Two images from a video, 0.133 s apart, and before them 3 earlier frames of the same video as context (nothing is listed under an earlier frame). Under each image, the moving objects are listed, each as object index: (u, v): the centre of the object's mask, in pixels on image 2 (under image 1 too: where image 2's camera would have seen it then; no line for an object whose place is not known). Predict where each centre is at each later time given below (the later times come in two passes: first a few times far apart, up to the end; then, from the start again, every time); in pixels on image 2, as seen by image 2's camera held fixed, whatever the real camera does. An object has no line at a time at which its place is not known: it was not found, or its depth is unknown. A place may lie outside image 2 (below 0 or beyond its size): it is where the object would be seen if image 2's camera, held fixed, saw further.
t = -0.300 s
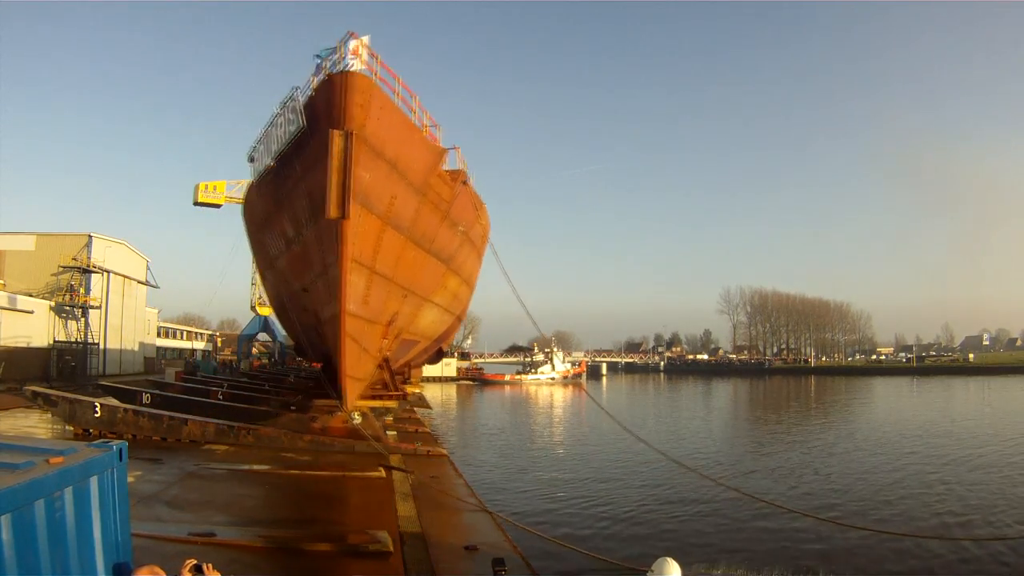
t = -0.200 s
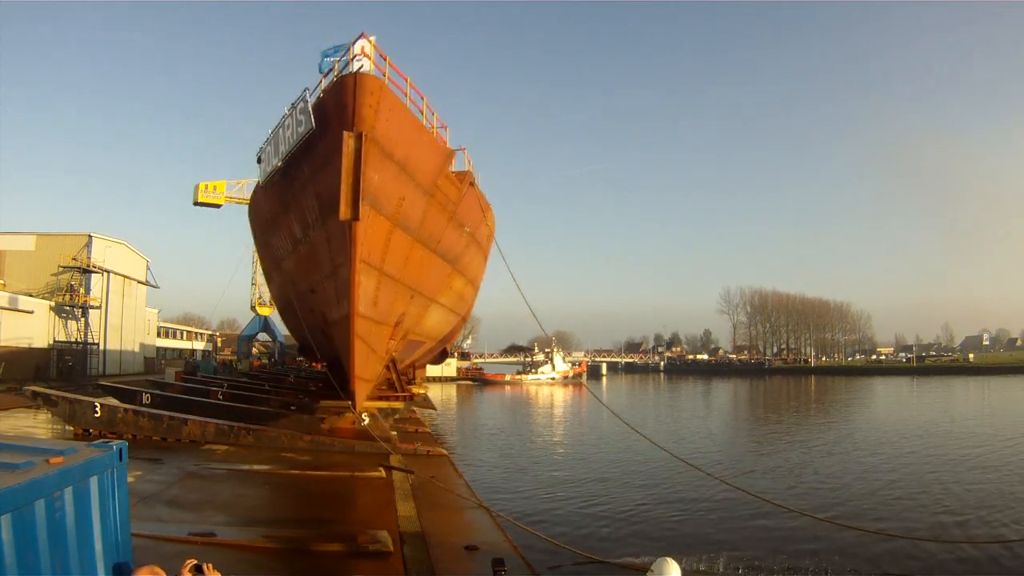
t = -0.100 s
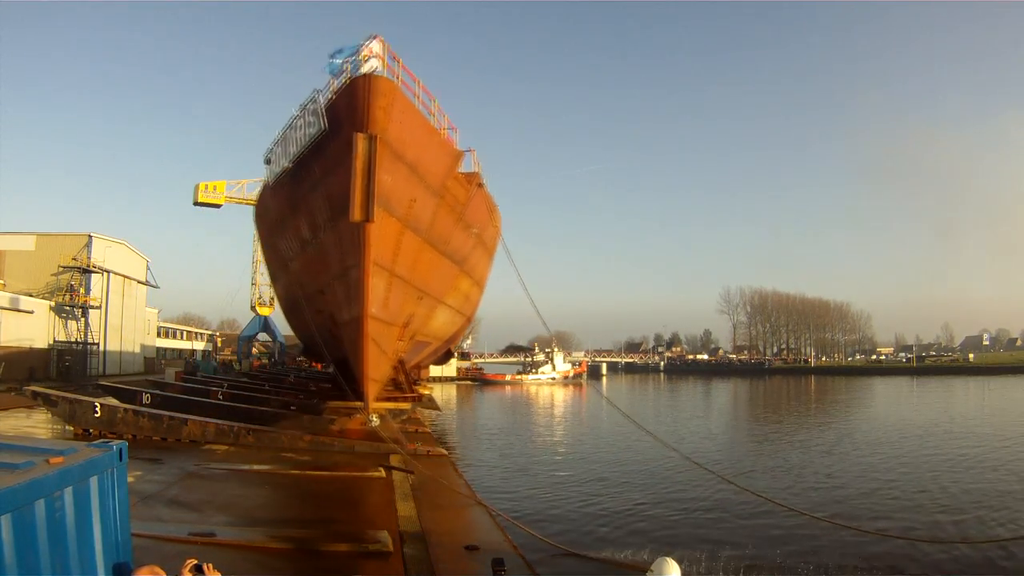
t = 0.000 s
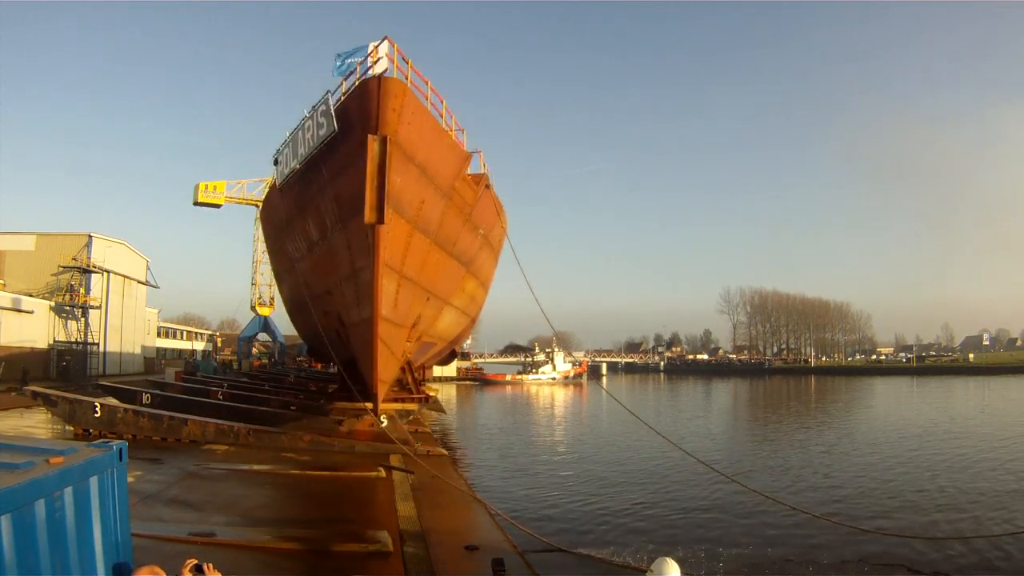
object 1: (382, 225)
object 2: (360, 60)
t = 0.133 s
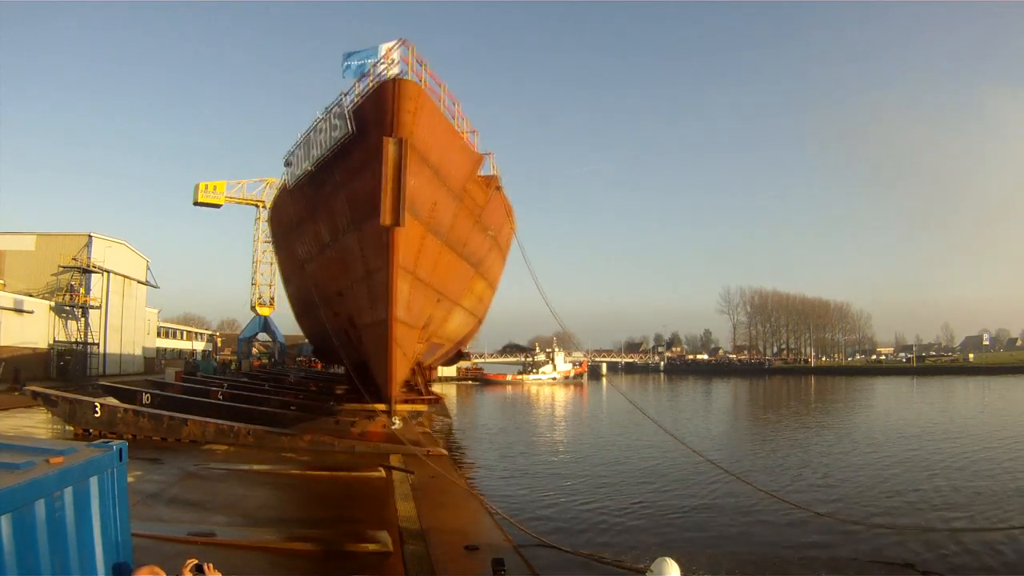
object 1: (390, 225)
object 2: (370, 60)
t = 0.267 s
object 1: (400, 227)
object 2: (380, 60)
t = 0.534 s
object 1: (420, 230)
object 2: (404, 65)
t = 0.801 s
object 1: (441, 236)
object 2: (430, 71)
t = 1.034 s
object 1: (465, 248)
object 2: (461, 75)
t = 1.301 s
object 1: (494, 261)
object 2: (506, 83)
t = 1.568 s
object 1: (526, 282)
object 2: (566, 104)
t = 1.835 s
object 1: (562, 307)
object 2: (625, 136)
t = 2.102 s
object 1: (596, 321)
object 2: (667, 164)
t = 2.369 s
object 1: (618, 334)
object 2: (679, 184)
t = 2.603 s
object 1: (631, 342)
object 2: (678, 193)
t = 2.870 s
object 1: (643, 353)
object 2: (683, 198)
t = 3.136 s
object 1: (650, 362)
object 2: (685, 205)
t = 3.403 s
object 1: (655, 358)
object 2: (679, 218)
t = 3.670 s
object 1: (671, 361)
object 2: (676, 221)
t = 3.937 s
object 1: (687, 358)
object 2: (666, 219)
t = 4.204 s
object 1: (685, 360)
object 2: (652, 214)
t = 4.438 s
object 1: (681, 362)
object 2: (643, 213)
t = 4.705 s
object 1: (672, 361)
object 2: (631, 212)
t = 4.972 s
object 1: (656, 363)
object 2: (621, 204)
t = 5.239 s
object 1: (656, 363)
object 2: (625, 204)
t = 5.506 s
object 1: (663, 362)
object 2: (632, 205)
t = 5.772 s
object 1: (669, 360)
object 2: (635, 202)
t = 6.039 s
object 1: (671, 360)
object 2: (638, 201)
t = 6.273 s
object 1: (667, 363)
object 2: (645, 199)
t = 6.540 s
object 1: (666, 366)
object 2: (653, 202)
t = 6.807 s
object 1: (668, 368)
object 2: (664, 207)
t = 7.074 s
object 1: (670, 370)
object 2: (677, 209)
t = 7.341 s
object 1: (670, 371)
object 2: (681, 213)
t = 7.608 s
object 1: (670, 371)
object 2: (684, 218)
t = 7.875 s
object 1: (673, 371)
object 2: (688, 221)
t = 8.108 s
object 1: (673, 371)
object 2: (692, 219)
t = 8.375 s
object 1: (670, 370)
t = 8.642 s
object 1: (668, 371)
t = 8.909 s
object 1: (670, 370)
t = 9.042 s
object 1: (671, 370)
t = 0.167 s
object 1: (393, 226)
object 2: (367, 59)
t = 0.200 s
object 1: (395, 227)
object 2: (374, 61)
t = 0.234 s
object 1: (397, 227)
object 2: (380, 61)
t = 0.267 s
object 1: (400, 227)
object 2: (380, 60)
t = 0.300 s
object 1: (402, 227)
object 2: (384, 62)
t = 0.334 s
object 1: (405, 228)
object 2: (385, 61)
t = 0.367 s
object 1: (407, 229)
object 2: (388, 62)
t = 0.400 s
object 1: (409, 229)
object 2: (394, 63)
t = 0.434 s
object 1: (412, 229)
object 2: (396, 63)
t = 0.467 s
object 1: (415, 230)
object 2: (399, 63)
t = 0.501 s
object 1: (417, 230)
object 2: (404, 65)
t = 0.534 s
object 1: (420, 230)
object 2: (404, 65)
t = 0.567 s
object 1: (422, 231)
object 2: (407, 66)
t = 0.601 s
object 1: (425, 233)
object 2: (411, 66)
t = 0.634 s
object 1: (428, 233)
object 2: (414, 67)
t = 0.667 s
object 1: (431, 233)
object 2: (417, 68)
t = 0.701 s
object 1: (434, 233)
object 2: (420, 68)
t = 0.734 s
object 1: (436, 233)
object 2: (423, 69)
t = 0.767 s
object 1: (439, 235)
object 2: (427, 70)
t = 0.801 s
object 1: (441, 236)
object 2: (430, 71)
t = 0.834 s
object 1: (445, 240)
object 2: (434, 72)
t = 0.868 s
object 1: (448, 237)
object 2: (437, 72)
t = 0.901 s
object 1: (452, 239)
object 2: (443, 72)
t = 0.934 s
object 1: (454, 239)
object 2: (447, 73)
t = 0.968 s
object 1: (457, 241)
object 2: (451, 74)
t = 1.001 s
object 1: (461, 247)
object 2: (455, 74)
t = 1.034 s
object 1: (465, 248)
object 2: (461, 75)
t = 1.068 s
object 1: (468, 249)
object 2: (464, 76)
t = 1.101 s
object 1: (472, 250)
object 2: (470, 76)
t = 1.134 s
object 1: (475, 251)
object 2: (477, 77)
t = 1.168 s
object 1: (478, 254)
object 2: (483, 78)
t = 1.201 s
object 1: (482, 257)
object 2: (486, 79)
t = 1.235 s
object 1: (486, 259)
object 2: (494, 81)
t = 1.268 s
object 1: (490, 260)
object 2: (499, 82)
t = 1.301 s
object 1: (494, 261)
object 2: (506, 83)
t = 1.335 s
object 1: (498, 263)
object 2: (514, 85)
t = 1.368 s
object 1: (501, 266)
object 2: (523, 87)
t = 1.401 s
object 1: (505, 269)
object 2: (527, 89)
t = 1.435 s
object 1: (510, 272)
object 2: (536, 92)
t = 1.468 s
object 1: (515, 274)
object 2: (543, 94)
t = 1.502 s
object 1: (519, 275)
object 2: (549, 96)
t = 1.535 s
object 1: (522, 278)
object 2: (557, 100)
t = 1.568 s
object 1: (526, 282)
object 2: (566, 104)
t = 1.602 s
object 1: (530, 286)
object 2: (571, 106)
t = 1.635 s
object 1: (535, 290)
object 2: (580, 110)
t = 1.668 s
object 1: (540, 292)
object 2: (586, 114)
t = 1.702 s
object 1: (545, 294)
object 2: (594, 119)
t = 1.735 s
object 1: (548, 297)
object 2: (603, 123)
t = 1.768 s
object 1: (551, 301)
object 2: (612, 128)
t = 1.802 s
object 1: (556, 304)
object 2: (617, 131)
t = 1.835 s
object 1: (562, 307)
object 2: (625, 136)
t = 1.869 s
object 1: (567, 308)
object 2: (629, 138)
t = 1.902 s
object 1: (571, 310)
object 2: (638, 143)
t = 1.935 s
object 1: (575, 311)
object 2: (646, 148)
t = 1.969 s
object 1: (578, 314)
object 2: (652, 152)
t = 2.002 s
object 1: (582, 316)
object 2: (655, 155)
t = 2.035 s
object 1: (587, 318)
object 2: (661, 158)
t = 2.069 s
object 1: (592, 319)
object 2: (664, 161)
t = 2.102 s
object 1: (596, 321)
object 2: (667, 164)
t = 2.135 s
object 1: (599, 323)
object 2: (670, 168)
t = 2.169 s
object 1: (601, 325)
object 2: (673, 171)
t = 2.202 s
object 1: (605, 326)
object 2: (675, 174)
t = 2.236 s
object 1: (607, 328)
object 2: (677, 177)
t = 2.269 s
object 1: (611, 330)
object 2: (677, 179)
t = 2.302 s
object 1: (613, 331)
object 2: (677, 180)
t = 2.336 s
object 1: (616, 332)
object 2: (679, 182)
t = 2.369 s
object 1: (618, 334)
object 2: (679, 184)
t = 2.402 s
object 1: (620, 336)
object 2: (680, 185)
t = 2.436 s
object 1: (622, 337)
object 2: (680, 186)
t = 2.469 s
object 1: (626, 338)
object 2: (680, 186)
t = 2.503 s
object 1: (630, 340)
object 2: (679, 188)
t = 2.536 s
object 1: (629, 339)
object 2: (678, 190)
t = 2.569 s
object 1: (630, 341)
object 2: (678, 192)
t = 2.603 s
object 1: (631, 342)
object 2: (678, 193)
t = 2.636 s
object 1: (633, 344)
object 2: (679, 194)
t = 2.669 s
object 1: (634, 345)
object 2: (678, 195)
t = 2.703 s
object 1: (637, 346)
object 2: (678, 195)
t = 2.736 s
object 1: (638, 348)
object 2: (679, 196)
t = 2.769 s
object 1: (639, 349)
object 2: (679, 196)
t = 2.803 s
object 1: (640, 351)
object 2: (680, 197)
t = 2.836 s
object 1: (641, 353)
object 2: (681, 198)
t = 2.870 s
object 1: (643, 353)
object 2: (683, 198)
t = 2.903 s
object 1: (643, 355)
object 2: (683, 199)
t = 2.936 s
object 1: (644, 356)
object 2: (683, 200)
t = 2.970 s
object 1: (646, 357)
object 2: (683, 200)
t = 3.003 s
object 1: (650, 359)
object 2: (684, 202)
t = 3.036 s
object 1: (651, 360)
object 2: (685, 202)
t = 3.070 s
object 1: (650, 360)
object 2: (685, 203)
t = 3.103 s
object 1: (649, 361)
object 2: (685, 204)
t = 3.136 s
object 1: (650, 362)
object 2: (685, 205)
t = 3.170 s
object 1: (651, 363)
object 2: (684, 206)
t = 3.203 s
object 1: (651, 364)
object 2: (682, 207)
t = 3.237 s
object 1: (652, 365)
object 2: (681, 209)
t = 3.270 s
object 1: (653, 362)
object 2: (680, 211)
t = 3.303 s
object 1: (653, 361)
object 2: (680, 212)
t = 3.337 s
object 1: (654, 360)
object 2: (680, 214)
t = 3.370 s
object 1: (654, 359)
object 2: (679, 216)
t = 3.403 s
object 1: (655, 358)
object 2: (679, 218)
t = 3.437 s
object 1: (659, 358)
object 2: (678, 219)
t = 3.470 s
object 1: (661, 357)
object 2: (678, 219)
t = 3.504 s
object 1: (662, 356)
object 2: (678, 220)
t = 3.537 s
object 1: (664, 359)
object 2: (678, 220)
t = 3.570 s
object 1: (667, 362)
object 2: (678, 221)
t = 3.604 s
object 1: (668, 363)
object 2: (677, 221)
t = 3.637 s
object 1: (670, 362)
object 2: (677, 223)
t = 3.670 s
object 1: (671, 361)
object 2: (676, 221)
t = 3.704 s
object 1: (672, 361)
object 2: (675, 219)
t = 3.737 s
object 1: (674, 360)
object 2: (674, 220)
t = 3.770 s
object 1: (674, 359)
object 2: (672, 220)
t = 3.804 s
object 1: (676, 359)
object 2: (671, 221)
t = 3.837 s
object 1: (682, 361)
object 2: (669, 221)
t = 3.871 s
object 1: (686, 358)
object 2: (668, 220)
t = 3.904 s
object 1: (691, 364)
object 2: (667, 220)
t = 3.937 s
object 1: (687, 358)
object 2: (666, 219)
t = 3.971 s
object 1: (690, 361)
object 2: (665, 219)
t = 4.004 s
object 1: (687, 359)
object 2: (663, 219)
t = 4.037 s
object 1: (687, 359)
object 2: (661, 218)
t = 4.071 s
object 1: (687, 360)
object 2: (659, 218)
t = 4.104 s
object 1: (686, 360)
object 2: (658, 216)
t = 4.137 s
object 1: (685, 360)
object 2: (656, 216)
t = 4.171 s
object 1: (685, 360)
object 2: (654, 215)
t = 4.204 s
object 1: (685, 360)
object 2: (652, 214)
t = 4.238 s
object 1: (683, 359)
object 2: (651, 214)
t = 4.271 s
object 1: (683, 360)
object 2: (650, 213)
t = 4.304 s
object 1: (683, 360)
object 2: (648, 213)
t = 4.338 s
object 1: (681, 362)
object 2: (647, 213)
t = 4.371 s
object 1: (681, 361)
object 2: (646, 213)
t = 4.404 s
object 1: (682, 361)
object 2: (645, 213)
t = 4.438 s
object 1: (681, 362)
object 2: (643, 213)
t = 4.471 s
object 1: (681, 362)
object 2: (642, 213)
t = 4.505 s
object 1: (681, 363)
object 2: (640, 212)
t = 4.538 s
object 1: (678, 364)
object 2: (638, 212)
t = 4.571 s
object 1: (678, 362)
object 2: (636, 211)
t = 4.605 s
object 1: (676, 361)
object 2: (635, 212)
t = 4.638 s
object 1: (676, 360)
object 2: (634, 212)
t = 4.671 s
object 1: (669, 365)
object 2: (632, 212)
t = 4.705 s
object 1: (672, 361)
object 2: (631, 212)
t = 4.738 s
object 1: (671, 360)
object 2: (630, 212)
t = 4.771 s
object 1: (665, 364)
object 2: (628, 211)
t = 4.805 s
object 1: (663, 363)
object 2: (626, 210)
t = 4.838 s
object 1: (662, 363)
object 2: (625, 210)
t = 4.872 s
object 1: (658, 364)
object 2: (623, 208)
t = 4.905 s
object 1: (660, 363)
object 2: (622, 206)
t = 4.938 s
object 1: (660, 363)
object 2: (622, 205)
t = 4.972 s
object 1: (656, 363)
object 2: (621, 204)
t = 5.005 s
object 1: (658, 363)
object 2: (621, 204)
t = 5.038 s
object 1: (657, 363)
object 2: (621, 204)
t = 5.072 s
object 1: (655, 364)
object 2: (622, 203)
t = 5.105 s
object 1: (657, 363)
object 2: (623, 203)
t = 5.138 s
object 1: (657, 364)
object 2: (623, 203)
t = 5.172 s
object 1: (657, 363)
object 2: (624, 204)
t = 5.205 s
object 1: (657, 363)
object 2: (625, 204)
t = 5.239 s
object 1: (656, 363)
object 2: (625, 204)
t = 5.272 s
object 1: (657, 363)
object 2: (626, 205)
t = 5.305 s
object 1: (658, 363)
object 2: (627, 205)
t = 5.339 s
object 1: (658, 363)
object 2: (628, 205)
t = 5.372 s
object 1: (658, 364)
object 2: (629, 204)
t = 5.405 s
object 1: (658, 365)
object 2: (630, 204)
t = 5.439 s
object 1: (663, 363)
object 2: (631, 205)
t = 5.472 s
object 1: (660, 364)
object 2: (631, 205)
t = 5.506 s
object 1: (663, 362)
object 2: (632, 205)
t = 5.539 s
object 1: (663, 361)
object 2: (633, 205)
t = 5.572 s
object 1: (665, 361)
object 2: (633, 205)
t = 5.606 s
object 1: (665, 361)
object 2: (634, 205)
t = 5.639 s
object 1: (666, 361)
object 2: (634, 205)
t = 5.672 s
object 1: (666, 361)
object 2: (634, 204)
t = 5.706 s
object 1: (668, 361)
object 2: (635, 204)
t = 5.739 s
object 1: (669, 360)
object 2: (635, 203)
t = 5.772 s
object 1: (669, 360)
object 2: (635, 202)
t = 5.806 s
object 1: (670, 360)
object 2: (635, 201)
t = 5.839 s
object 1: (670, 360)
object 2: (635, 202)
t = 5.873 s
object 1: (671, 360)
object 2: (636, 201)
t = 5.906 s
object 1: (671, 360)
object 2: (636, 201)
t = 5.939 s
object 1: (671, 360)
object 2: (637, 201)
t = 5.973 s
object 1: (671, 360)
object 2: (637, 201)
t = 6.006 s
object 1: (671, 360)
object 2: (638, 201)
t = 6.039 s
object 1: (671, 360)
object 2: (638, 201)
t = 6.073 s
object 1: (671, 360)
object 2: (639, 200)
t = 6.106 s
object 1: (671, 361)
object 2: (640, 200)
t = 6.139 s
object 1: (670, 361)
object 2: (641, 199)
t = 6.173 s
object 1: (668, 363)
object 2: (642, 199)
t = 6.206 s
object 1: (668, 362)
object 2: (643, 198)
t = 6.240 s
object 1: (667, 363)
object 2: (644, 198)
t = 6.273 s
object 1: (667, 363)
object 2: (645, 199)
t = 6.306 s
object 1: (667, 363)
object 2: (646, 199)
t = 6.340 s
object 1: (666, 364)
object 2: (647, 199)
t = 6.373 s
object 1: (666, 364)
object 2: (648, 200)
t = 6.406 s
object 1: (666, 365)
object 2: (649, 200)
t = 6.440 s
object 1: (666, 365)
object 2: (650, 200)
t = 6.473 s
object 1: (666, 365)
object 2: (651, 201)
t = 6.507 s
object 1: (666, 366)
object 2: (652, 201)
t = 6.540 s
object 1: (666, 366)
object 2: (653, 202)
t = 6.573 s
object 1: (666, 367)
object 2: (654, 203)
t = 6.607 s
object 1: (666, 367)
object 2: (655, 203)
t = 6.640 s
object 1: (666, 367)
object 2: (657, 203)
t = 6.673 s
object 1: (667, 367)
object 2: (659, 204)
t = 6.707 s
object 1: (668, 368)
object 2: (660, 205)
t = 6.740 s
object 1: (668, 368)
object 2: (661, 206)
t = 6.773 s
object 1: (669, 368)
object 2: (662, 206)
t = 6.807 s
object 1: (668, 368)
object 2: (664, 207)
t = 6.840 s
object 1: (669, 368)
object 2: (666, 207)
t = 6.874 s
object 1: (668, 369)
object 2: (668, 208)
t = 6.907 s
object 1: (669, 369)
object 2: (670, 208)
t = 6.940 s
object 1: (669, 369)
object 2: (671, 209)
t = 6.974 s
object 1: (669, 370)
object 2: (673, 209)
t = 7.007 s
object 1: (669, 370)
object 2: (675, 209)
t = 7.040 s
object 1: (670, 370)
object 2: (676, 208)
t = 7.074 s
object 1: (670, 370)
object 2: (677, 209)
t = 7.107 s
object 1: (670, 370)
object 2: (677, 210)
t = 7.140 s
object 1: (670, 370)
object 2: (677, 211)
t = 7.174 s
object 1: (671, 370)
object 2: (678, 212)
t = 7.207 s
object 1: (670, 370)
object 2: (678, 212)
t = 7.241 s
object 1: (670, 370)
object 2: (679, 212)
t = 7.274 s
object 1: (670, 371)
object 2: (679, 213)
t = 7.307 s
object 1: (669, 371)
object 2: (680, 213)
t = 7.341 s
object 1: (670, 371)
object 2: (681, 213)
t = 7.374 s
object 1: (670, 371)
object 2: (681, 214)
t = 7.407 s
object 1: (669, 371)
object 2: (682, 214)
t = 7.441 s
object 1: (669, 371)
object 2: (682, 215)
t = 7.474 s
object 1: (669, 371)
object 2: (682, 216)
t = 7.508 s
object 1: (669, 371)
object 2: (682, 217)
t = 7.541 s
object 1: (669, 371)
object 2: (683, 217)
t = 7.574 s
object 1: (670, 371)
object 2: (683, 217)
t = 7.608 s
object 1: (670, 371)
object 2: (684, 218)
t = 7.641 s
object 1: (670, 371)
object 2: (684, 219)
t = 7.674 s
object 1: (670, 371)
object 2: (685, 219)
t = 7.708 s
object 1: (670, 371)
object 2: (685, 220)
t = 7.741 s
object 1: (671, 371)
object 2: (686, 220)
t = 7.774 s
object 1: (671, 371)
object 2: (686, 220)
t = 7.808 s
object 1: (672, 371)
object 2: (687, 221)
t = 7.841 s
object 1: (673, 371)
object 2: (687, 221)
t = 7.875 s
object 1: (673, 371)
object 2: (688, 221)
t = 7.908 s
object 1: (673, 370)
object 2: (688, 221)
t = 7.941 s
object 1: (673, 371)
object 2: (689, 221)
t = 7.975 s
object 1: (674, 371)
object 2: (689, 221)
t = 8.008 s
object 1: (673, 371)
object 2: (690, 221)
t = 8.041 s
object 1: (673, 371)
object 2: (691, 220)
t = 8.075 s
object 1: (673, 370)
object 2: (691, 220)
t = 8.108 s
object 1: (673, 371)
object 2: (692, 219)
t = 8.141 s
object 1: (672, 370)
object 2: (692, 219)
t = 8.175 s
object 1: (671, 371)
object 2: (692, 218)
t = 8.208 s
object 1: (671, 371)
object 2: (693, 218)
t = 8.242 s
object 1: (671, 370)
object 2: (693, 218)
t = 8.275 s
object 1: (671, 370)
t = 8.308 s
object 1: (670, 370)
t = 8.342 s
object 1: (670, 370)
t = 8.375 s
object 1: (670, 370)
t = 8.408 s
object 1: (670, 370)
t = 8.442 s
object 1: (670, 371)
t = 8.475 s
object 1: (669, 370)
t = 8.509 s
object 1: (668, 371)
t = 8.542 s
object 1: (668, 371)
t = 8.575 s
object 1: (668, 371)
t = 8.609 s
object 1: (668, 371)
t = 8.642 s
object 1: (668, 371)
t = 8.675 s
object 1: (668, 371)
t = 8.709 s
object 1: (668, 371)
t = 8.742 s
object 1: (668, 371)
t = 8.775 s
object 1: (668, 371)
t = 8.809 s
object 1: (668, 371)
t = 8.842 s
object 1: (669, 371)
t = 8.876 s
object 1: (669, 370)
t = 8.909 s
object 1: (670, 370)
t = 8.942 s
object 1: (670, 370)
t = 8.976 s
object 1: (670, 370)
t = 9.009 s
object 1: (671, 370)
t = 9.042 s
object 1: (671, 370)
